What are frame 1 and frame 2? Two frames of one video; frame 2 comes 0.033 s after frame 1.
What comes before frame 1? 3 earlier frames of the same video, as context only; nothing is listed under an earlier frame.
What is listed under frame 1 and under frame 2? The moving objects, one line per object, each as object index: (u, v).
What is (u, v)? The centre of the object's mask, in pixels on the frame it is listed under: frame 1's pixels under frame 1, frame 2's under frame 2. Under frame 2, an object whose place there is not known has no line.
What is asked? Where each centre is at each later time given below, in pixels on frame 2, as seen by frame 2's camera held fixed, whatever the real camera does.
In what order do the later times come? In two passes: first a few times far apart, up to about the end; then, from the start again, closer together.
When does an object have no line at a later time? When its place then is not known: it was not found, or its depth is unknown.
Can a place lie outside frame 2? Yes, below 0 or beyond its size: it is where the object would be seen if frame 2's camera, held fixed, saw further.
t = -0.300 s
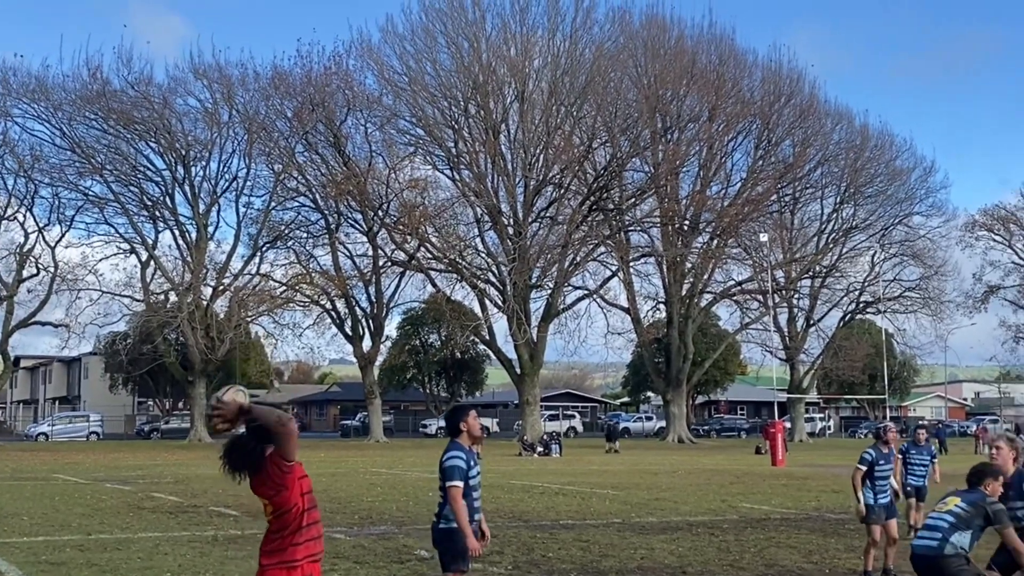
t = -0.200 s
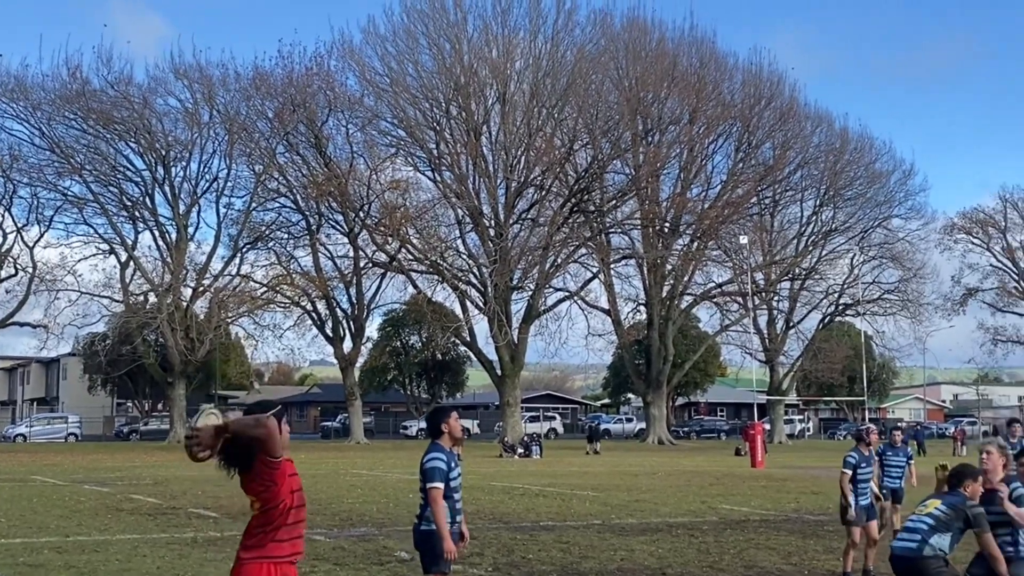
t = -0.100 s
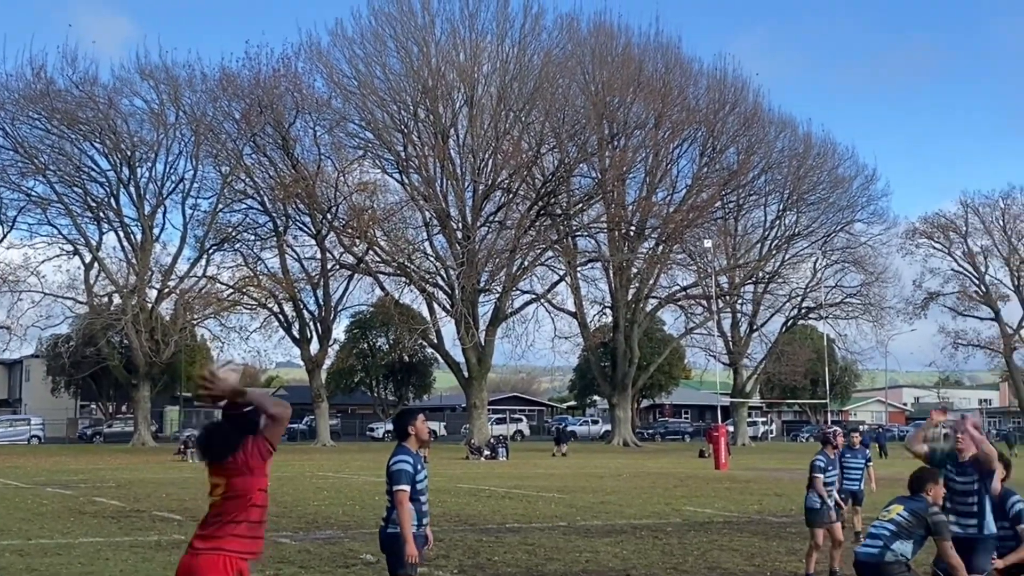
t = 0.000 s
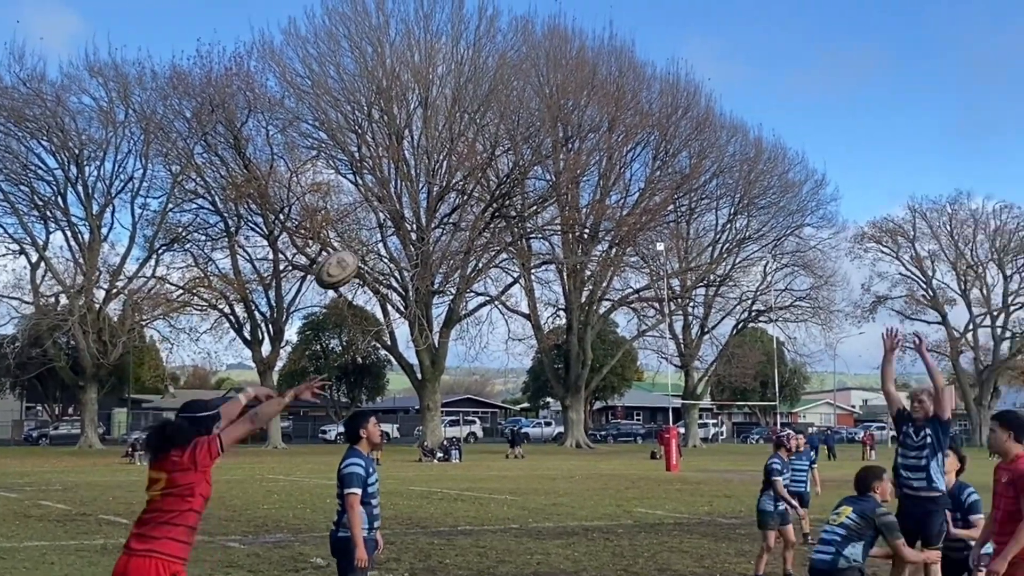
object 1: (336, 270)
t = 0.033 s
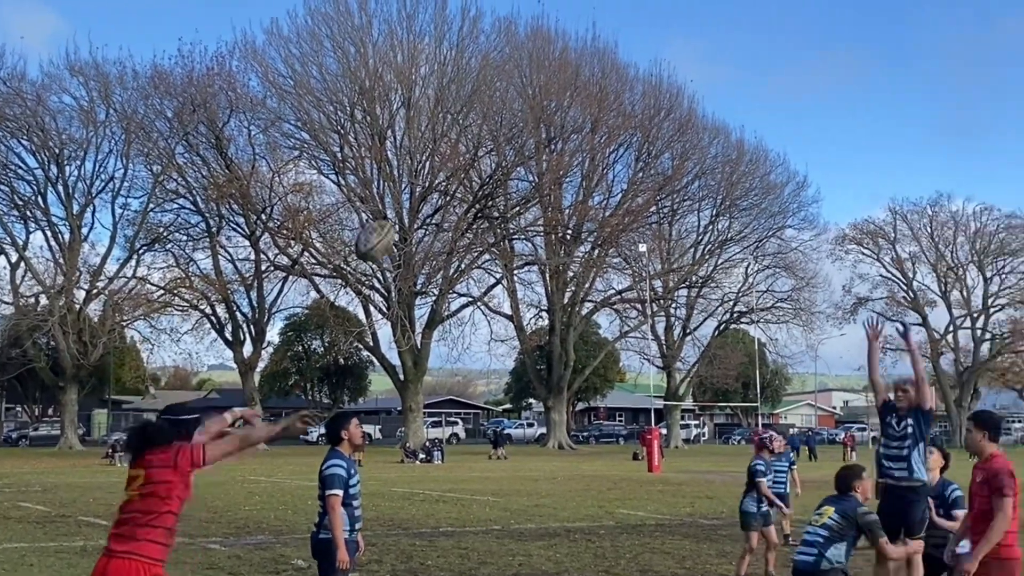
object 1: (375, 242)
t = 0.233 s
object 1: (653, 125)
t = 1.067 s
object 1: (1289, 199)
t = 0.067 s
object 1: (426, 214)
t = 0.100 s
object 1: (478, 193)
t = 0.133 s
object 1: (525, 172)
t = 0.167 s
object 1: (570, 154)
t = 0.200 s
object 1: (613, 136)
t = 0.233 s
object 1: (653, 125)
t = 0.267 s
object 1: (694, 112)
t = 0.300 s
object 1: (732, 103)
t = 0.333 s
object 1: (770, 95)
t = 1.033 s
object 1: (1273, 187)
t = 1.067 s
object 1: (1289, 199)
